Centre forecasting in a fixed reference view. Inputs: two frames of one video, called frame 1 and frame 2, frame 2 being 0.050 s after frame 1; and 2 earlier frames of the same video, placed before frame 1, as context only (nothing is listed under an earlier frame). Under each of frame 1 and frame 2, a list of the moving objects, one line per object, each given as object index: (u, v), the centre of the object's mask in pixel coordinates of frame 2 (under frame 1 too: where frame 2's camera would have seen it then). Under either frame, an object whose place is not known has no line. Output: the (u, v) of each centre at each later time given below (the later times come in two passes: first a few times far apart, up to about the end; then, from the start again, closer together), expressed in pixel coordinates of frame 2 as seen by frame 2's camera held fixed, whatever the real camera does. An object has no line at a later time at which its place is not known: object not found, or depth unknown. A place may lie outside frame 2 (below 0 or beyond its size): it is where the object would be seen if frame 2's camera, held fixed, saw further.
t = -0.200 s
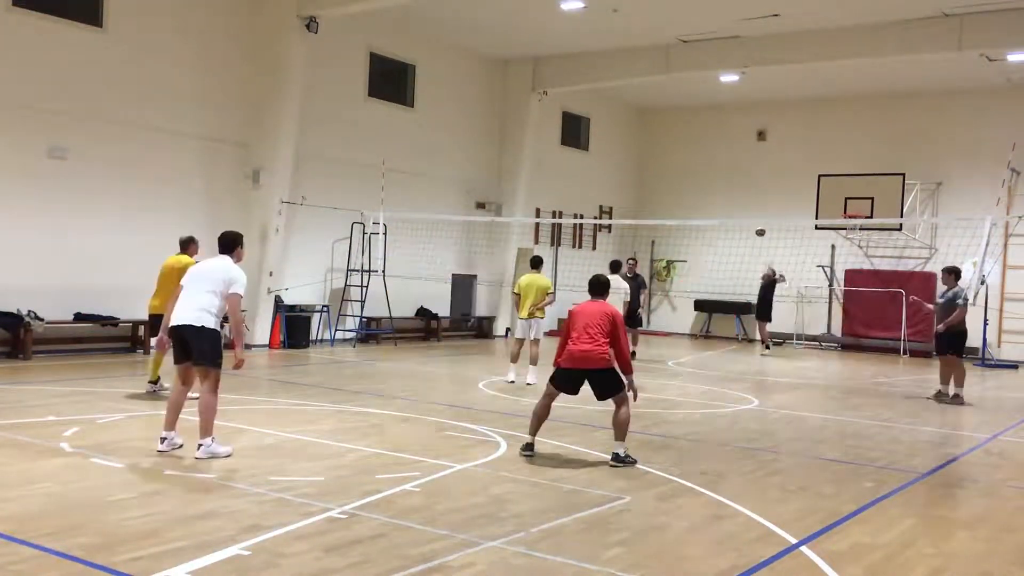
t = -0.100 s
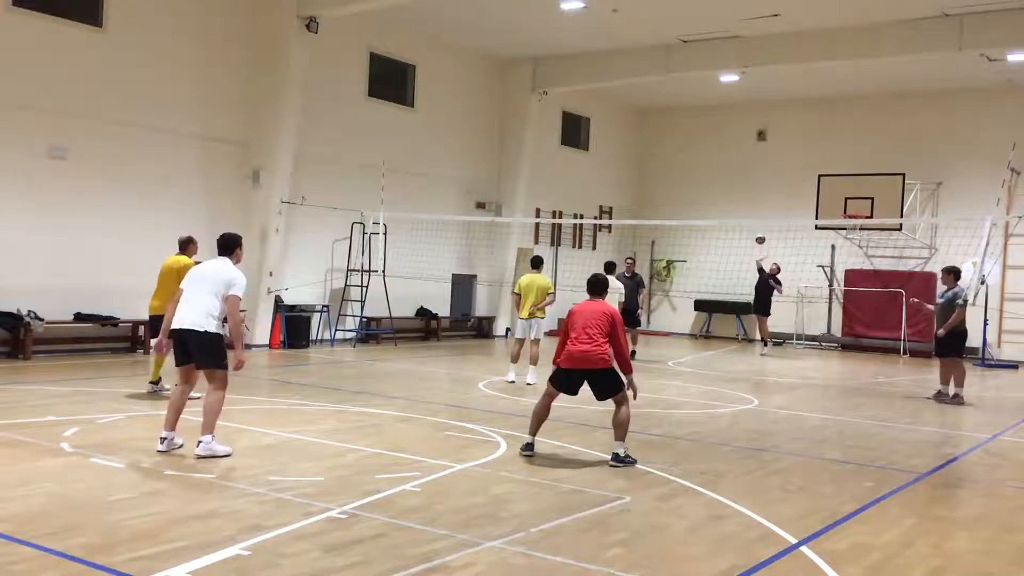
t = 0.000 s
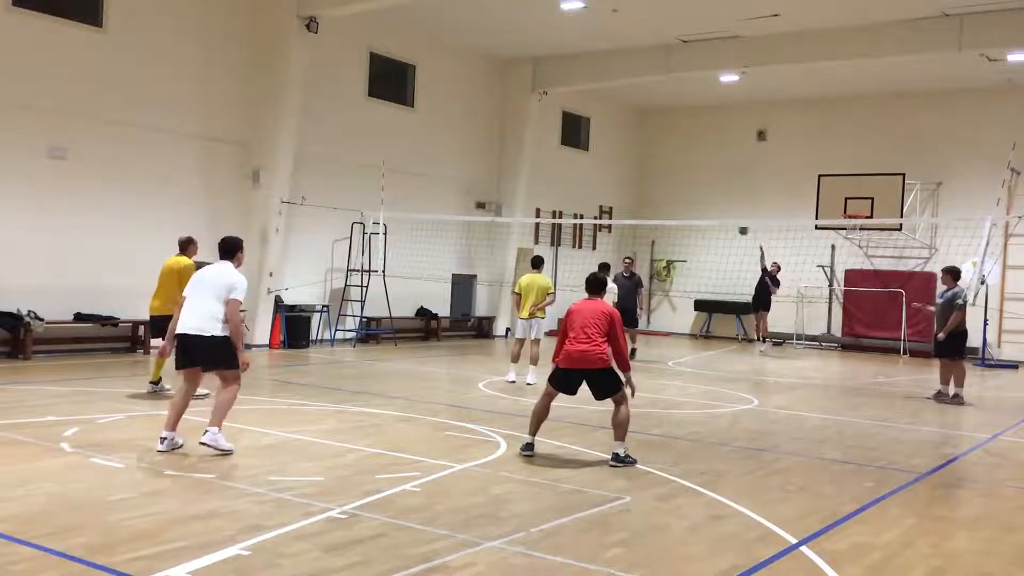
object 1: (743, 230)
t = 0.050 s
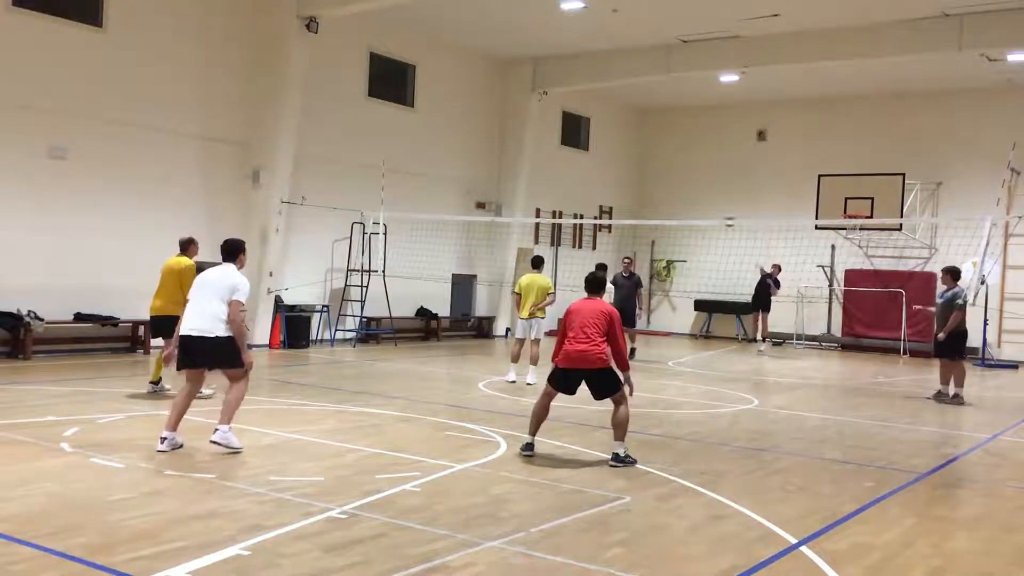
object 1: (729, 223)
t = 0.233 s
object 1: (658, 197)
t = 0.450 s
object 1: (536, 199)
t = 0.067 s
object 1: (724, 217)
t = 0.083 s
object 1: (718, 217)
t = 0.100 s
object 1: (713, 215)
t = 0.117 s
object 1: (706, 212)
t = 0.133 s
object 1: (699, 210)
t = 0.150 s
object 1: (694, 208)
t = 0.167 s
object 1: (686, 206)
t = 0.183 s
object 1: (680, 204)
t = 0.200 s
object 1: (672, 201)
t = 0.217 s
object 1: (666, 201)
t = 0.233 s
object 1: (658, 197)
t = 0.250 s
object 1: (651, 198)
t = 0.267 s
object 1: (642, 196)
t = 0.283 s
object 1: (636, 197)
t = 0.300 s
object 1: (627, 196)
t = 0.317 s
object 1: (618, 195)
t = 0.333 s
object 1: (608, 195)
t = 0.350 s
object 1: (599, 195)
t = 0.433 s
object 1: (547, 197)
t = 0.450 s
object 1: (536, 199)
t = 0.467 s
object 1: (524, 201)
